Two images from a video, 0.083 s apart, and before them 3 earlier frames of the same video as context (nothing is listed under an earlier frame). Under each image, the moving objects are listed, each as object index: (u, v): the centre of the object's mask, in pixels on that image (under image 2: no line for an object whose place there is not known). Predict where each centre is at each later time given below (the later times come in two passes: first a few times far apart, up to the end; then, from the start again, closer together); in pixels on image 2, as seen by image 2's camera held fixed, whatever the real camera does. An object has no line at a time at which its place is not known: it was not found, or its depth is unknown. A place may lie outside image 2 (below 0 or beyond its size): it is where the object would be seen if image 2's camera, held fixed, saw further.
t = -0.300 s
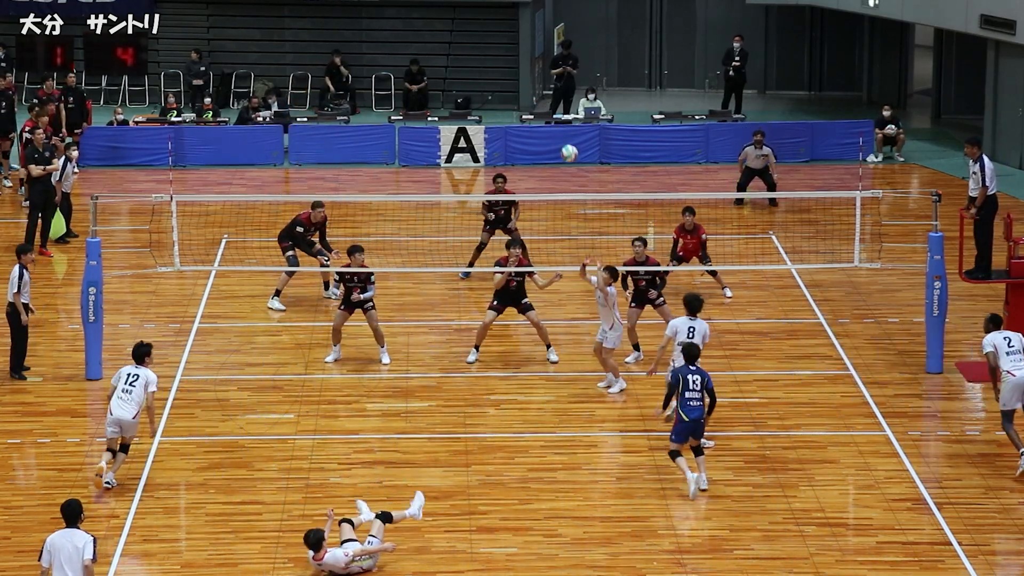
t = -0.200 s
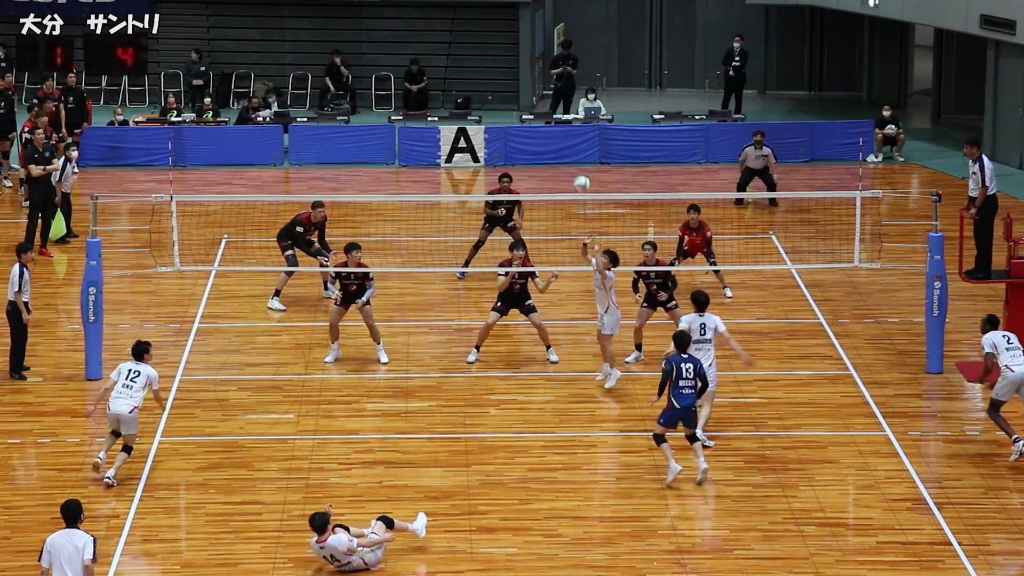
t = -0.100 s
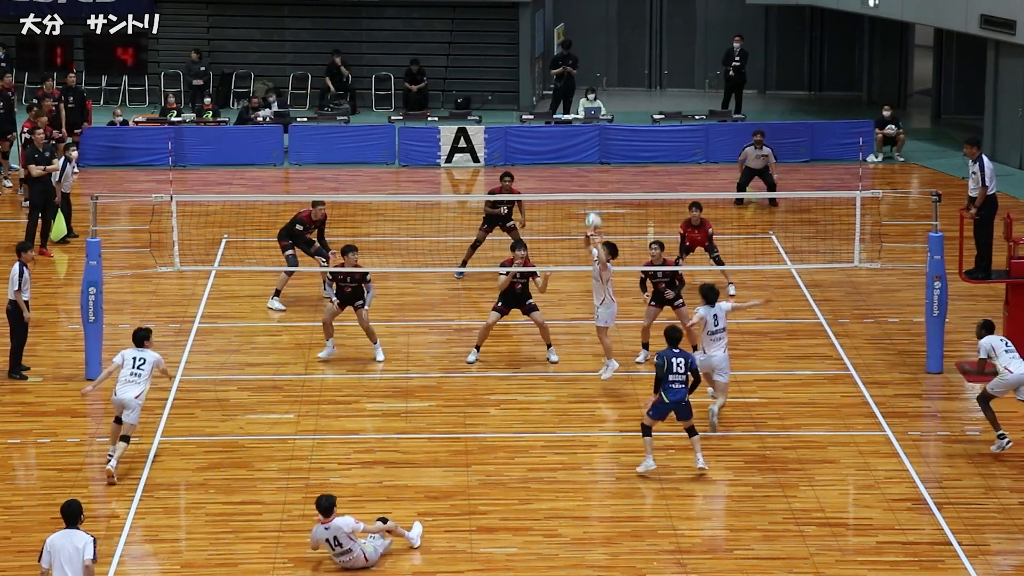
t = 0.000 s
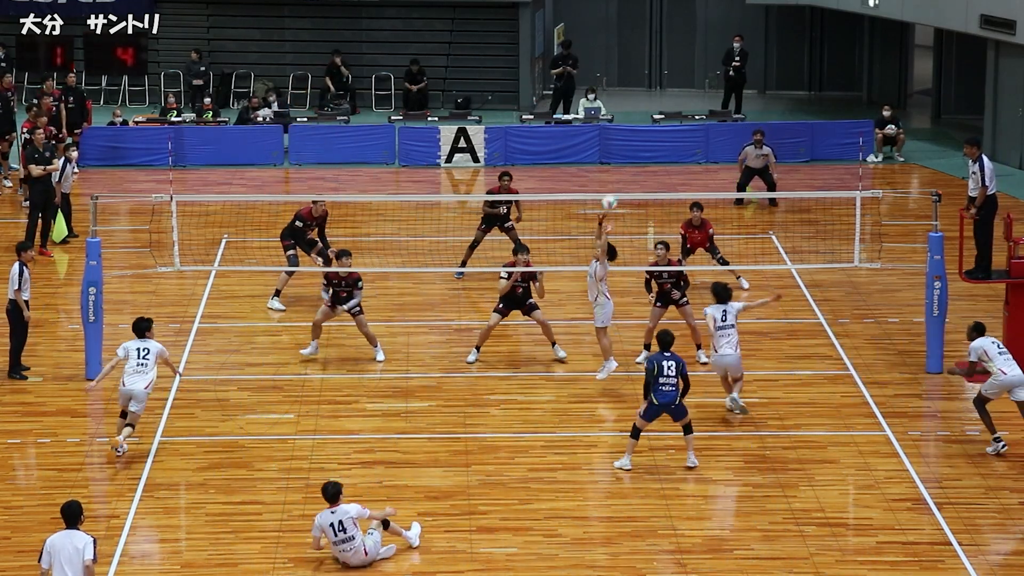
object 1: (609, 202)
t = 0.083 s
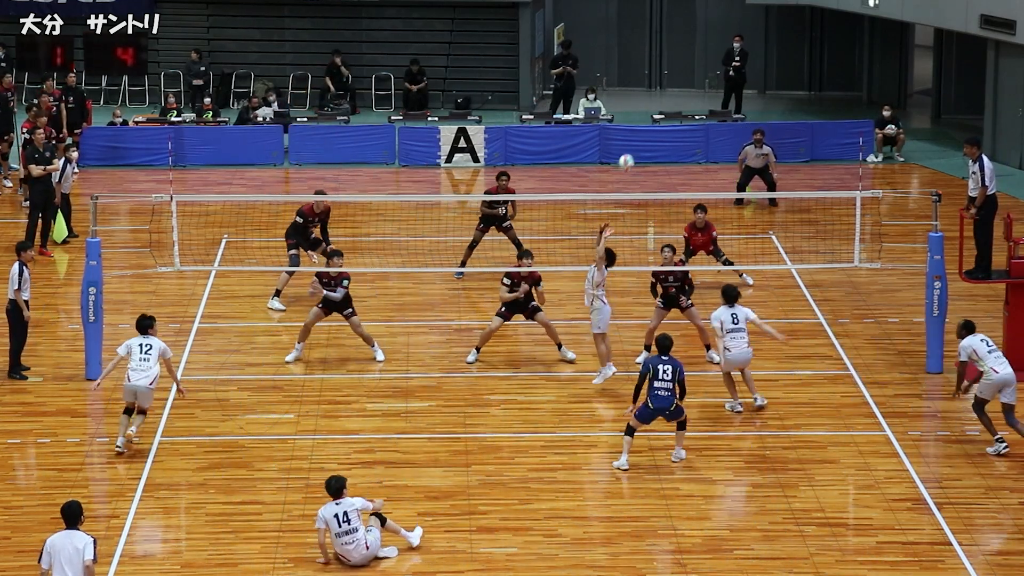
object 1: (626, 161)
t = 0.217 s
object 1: (652, 109)
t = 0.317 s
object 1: (670, 78)
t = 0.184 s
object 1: (645, 121)
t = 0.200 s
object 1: (649, 115)
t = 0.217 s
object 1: (652, 109)
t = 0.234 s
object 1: (655, 103)
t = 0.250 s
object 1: (658, 98)
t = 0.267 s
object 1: (661, 93)
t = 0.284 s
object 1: (664, 88)
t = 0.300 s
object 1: (667, 82)
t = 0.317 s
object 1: (670, 78)
